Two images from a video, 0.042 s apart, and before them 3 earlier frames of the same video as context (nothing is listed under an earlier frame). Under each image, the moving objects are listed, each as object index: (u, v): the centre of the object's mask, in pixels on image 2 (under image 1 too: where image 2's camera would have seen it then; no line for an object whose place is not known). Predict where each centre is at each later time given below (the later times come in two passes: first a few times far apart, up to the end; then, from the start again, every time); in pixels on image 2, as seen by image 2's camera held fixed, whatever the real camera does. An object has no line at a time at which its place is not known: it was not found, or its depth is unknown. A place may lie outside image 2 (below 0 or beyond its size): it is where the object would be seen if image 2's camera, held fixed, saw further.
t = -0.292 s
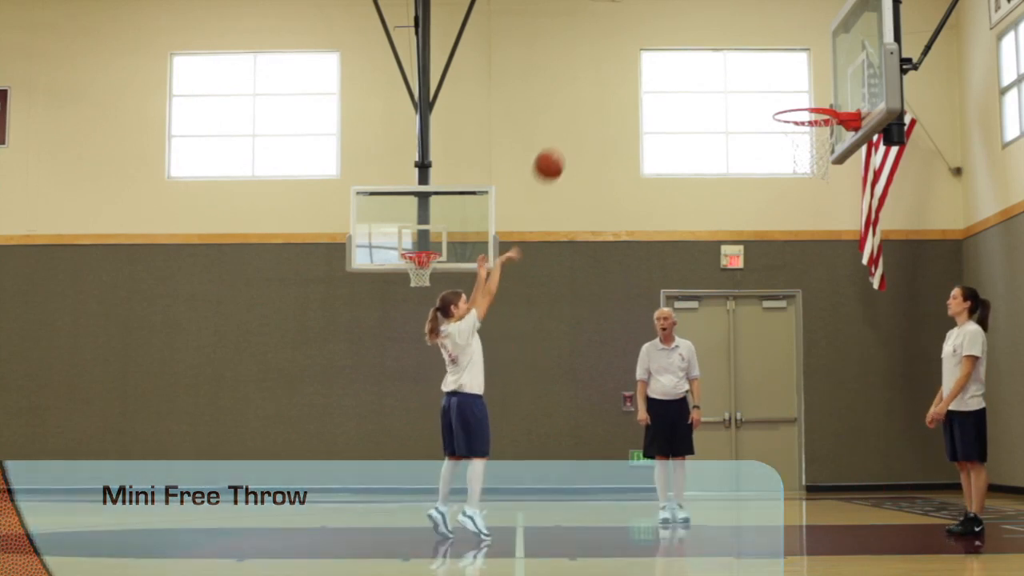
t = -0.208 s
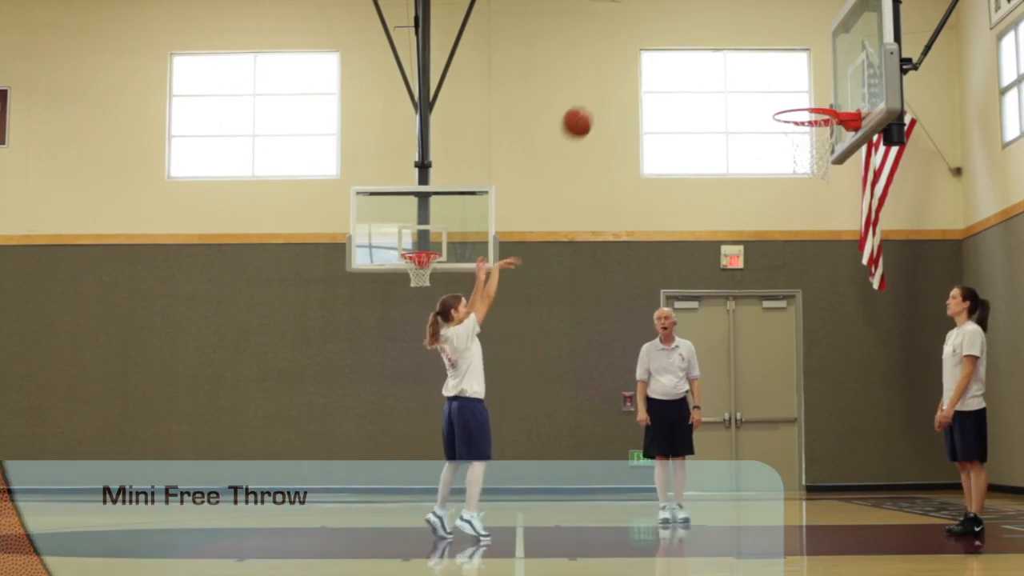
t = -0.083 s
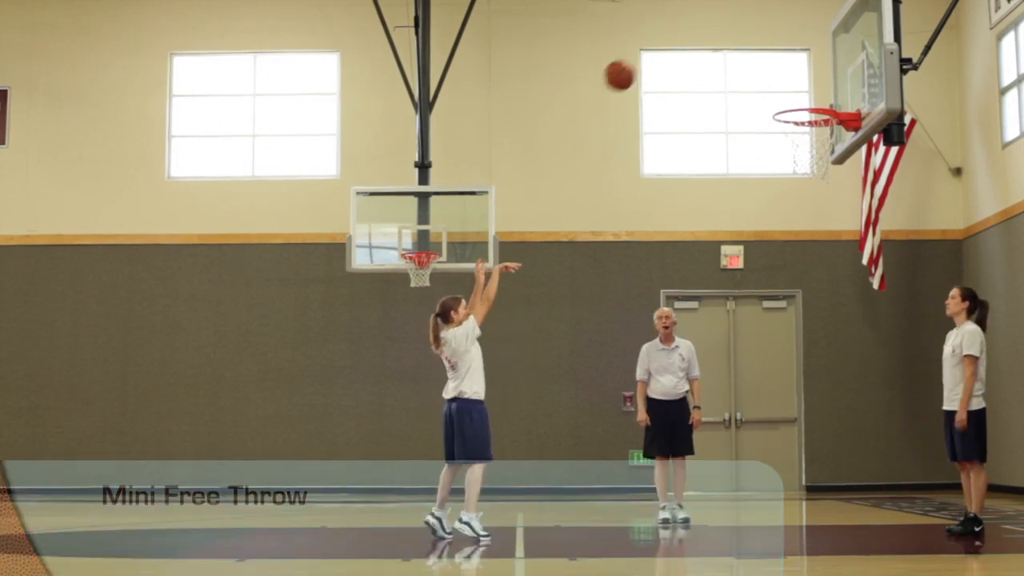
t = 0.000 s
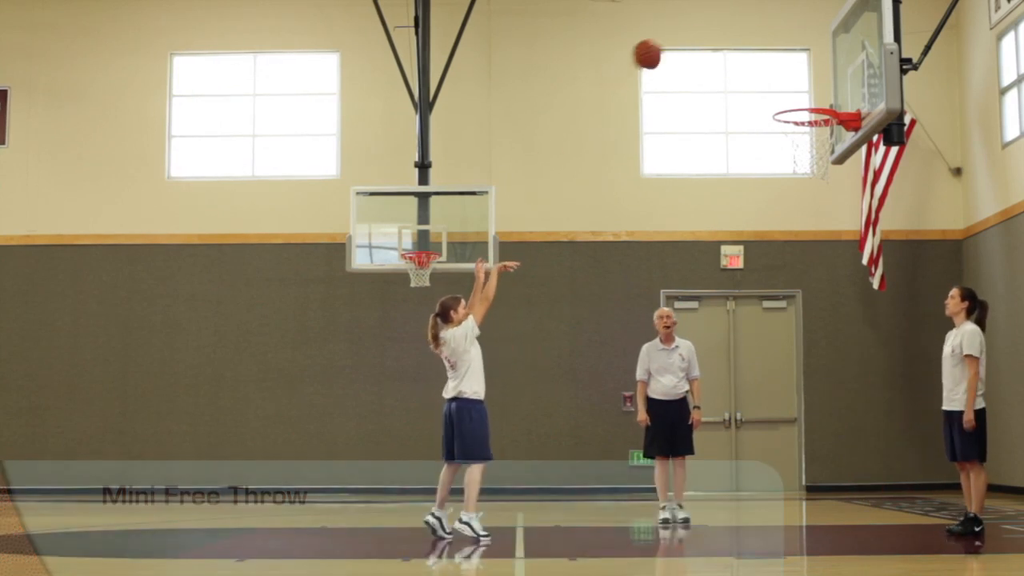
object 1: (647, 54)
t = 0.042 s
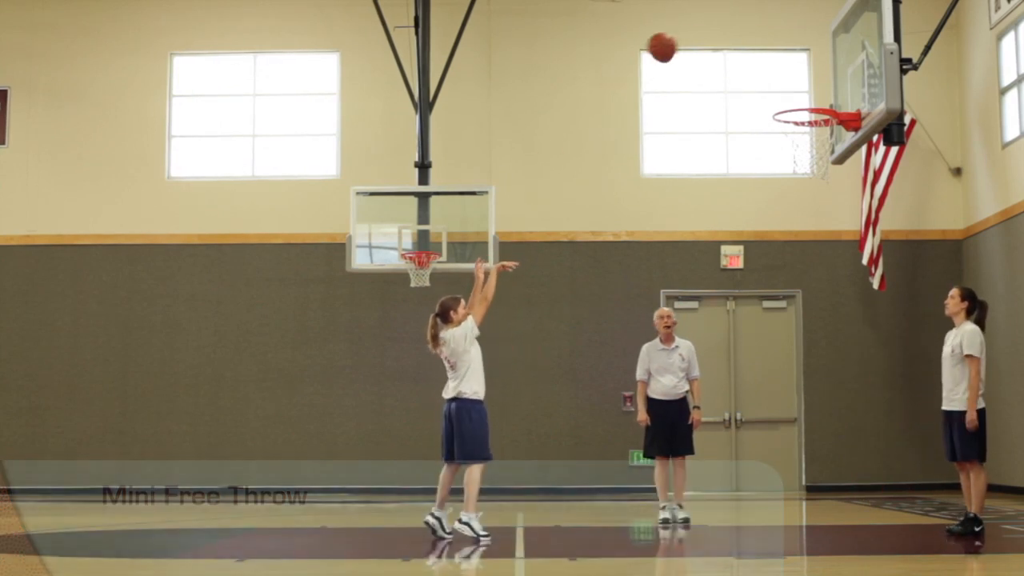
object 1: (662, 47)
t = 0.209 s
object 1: (719, 42)
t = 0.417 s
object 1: (792, 87)
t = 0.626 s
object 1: (810, 183)
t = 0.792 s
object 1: (793, 293)
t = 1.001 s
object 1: (772, 497)
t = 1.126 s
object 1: (748, 447)
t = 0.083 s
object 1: (676, 43)
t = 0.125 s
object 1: (690, 40)
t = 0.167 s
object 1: (705, 40)
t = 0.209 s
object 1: (719, 42)
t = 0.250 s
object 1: (733, 46)
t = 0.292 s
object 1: (748, 52)
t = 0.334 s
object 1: (763, 61)
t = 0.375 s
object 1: (778, 73)
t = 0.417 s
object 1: (792, 87)
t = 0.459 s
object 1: (808, 100)
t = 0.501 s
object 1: (819, 123)
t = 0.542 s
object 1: (819, 138)
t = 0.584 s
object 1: (815, 159)
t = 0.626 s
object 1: (810, 183)
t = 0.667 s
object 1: (805, 206)
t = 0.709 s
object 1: (801, 235)
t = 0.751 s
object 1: (796, 262)
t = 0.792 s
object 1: (793, 293)
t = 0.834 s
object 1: (788, 331)
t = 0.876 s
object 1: (784, 369)
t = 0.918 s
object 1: (781, 409)
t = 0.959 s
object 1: (776, 452)
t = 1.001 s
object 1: (772, 497)
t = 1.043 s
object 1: (765, 510)
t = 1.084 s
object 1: (756, 477)
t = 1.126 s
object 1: (748, 447)
